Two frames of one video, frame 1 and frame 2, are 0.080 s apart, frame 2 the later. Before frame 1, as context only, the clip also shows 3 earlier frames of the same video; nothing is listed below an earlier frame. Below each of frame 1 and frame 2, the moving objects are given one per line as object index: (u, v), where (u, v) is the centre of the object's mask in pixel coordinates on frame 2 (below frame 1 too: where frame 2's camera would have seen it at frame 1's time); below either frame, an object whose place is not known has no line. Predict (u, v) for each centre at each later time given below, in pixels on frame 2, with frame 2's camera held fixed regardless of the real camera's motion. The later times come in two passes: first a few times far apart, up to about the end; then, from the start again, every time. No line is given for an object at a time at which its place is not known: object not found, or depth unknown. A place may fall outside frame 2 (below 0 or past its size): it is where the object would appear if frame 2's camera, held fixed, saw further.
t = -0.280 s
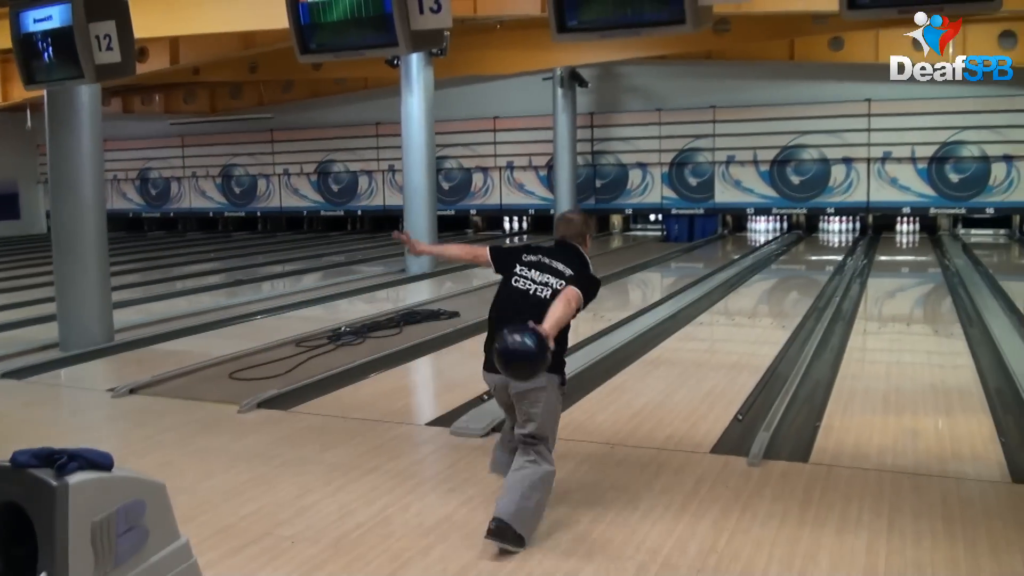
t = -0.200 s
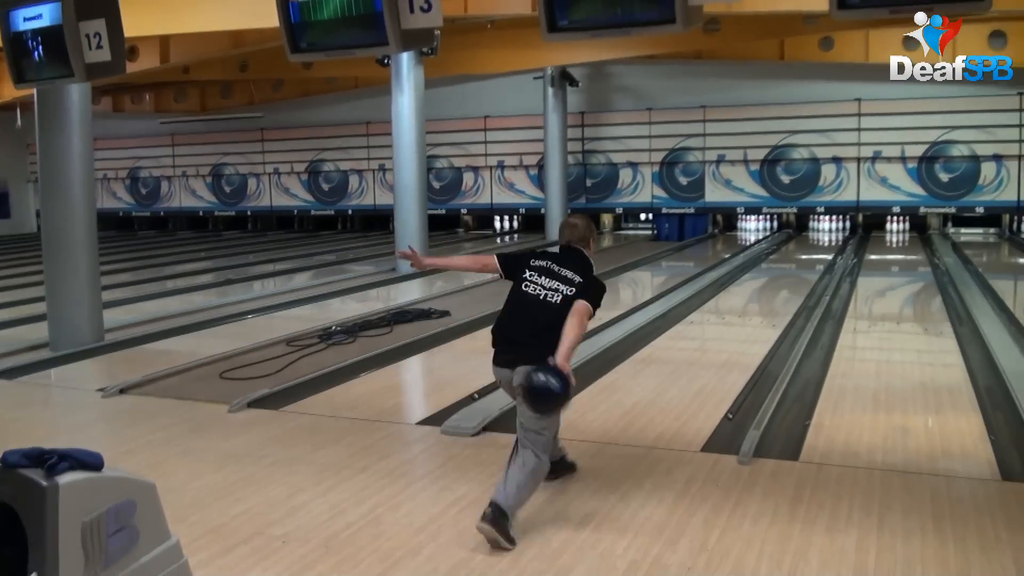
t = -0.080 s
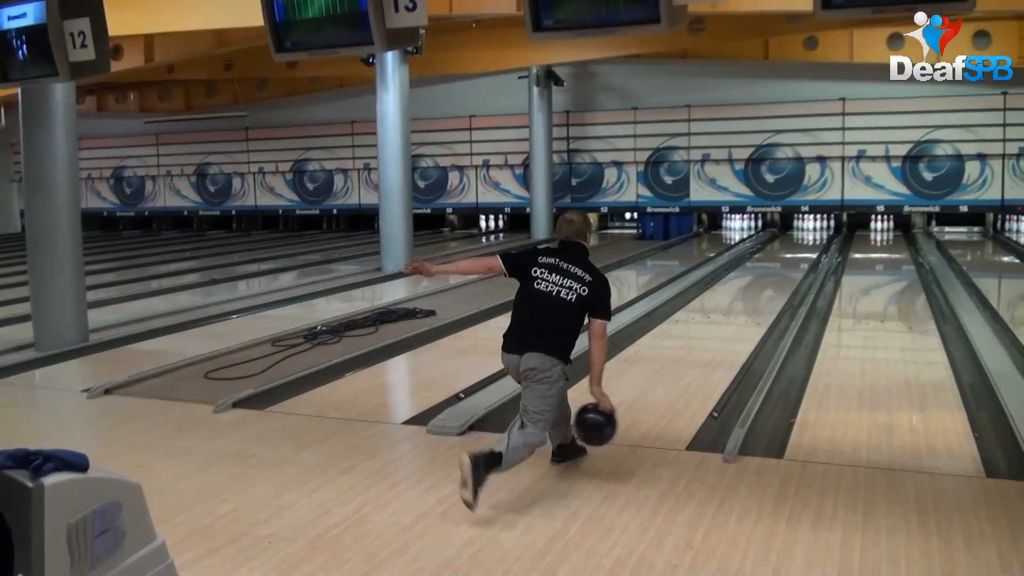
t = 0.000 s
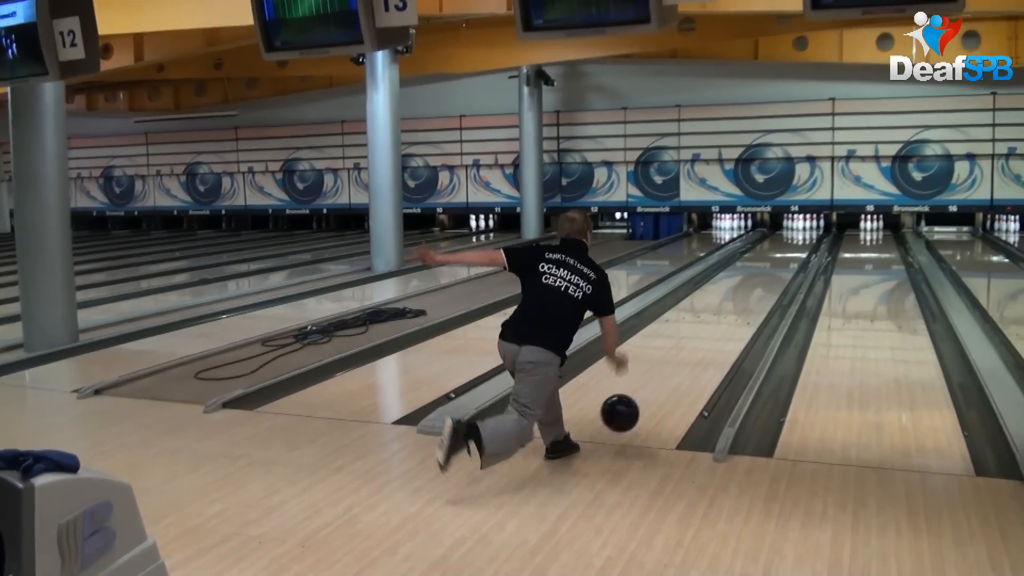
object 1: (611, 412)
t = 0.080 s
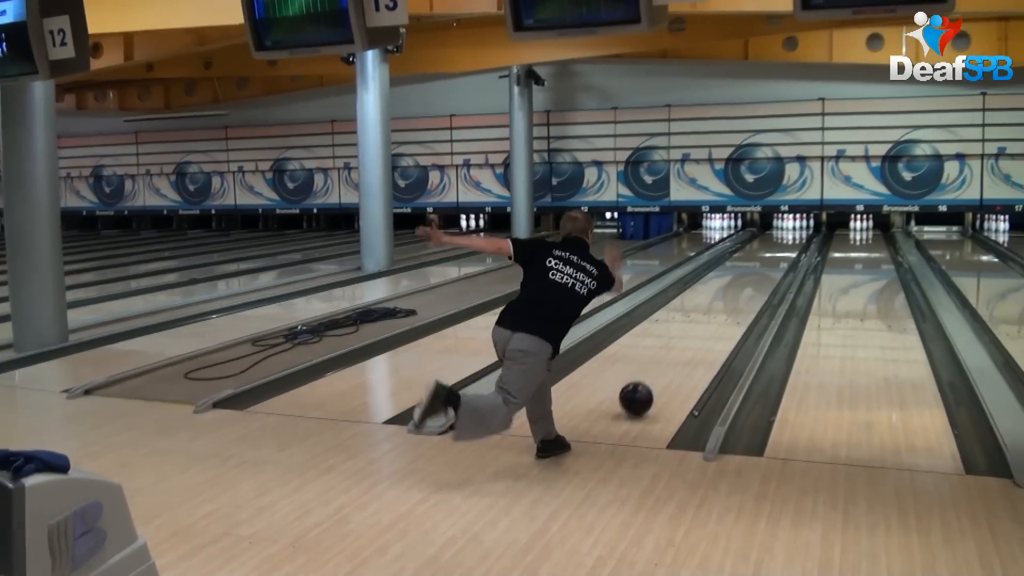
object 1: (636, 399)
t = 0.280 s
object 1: (681, 351)
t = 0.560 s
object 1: (719, 309)
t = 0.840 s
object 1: (742, 282)
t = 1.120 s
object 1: (758, 264)
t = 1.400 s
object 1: (768, 251)
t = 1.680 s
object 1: (776, 241)
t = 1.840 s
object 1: (779, 236)
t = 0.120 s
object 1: (647, 386)
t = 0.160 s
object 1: (656, 377)
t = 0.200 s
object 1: (665, 368)
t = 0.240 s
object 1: (673, 359)
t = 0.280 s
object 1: (681, 351)
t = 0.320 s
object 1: (687, 343)
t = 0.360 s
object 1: (694, 337)
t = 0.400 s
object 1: (699, 330)
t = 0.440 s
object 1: (705, 324)
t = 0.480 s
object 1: (710, 319)
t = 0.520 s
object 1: (714, 313)
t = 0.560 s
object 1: (719, 309)
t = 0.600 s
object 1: (722, 304)
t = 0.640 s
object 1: (726, 300)
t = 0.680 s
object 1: (729, 296)
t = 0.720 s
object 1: (733, 292)
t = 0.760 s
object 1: (736, 289)
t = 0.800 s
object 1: (739, 285)
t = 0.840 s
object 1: (742, 282)
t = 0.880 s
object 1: (744, 279)
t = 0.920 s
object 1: (747, 276)
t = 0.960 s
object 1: (749, 274)
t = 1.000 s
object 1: (752, 271)
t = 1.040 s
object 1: (754, 269)
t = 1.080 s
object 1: (755, 266)
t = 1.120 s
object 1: (758, 264)
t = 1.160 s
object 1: (759, 262)
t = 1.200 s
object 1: (761, 260)
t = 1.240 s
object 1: (762, 258)
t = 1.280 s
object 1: (764, 256)
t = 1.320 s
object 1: (765, 254)
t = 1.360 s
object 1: (767, 253)
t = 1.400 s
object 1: (768, 251)
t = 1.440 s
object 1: (770, 249)
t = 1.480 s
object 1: (771, 248)
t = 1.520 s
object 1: (772, 247)
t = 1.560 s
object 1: (773, 245)
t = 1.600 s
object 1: (774, 243)
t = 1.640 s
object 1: (775, 242)
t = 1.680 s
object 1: (776, 241)
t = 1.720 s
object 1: (777, 240)
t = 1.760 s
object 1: (777, 239)
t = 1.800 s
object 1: (779, 237)
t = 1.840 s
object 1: (779, 236)
